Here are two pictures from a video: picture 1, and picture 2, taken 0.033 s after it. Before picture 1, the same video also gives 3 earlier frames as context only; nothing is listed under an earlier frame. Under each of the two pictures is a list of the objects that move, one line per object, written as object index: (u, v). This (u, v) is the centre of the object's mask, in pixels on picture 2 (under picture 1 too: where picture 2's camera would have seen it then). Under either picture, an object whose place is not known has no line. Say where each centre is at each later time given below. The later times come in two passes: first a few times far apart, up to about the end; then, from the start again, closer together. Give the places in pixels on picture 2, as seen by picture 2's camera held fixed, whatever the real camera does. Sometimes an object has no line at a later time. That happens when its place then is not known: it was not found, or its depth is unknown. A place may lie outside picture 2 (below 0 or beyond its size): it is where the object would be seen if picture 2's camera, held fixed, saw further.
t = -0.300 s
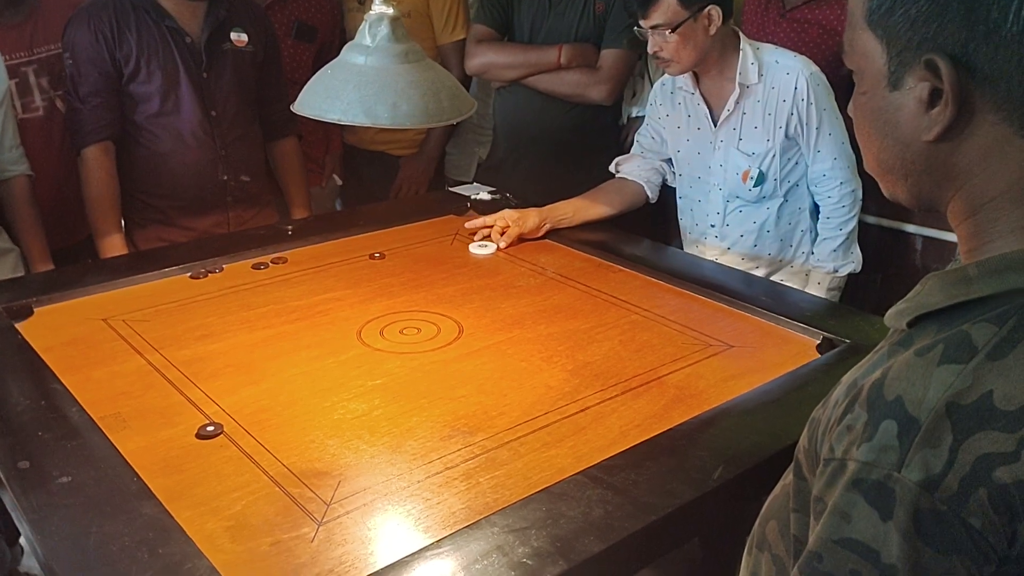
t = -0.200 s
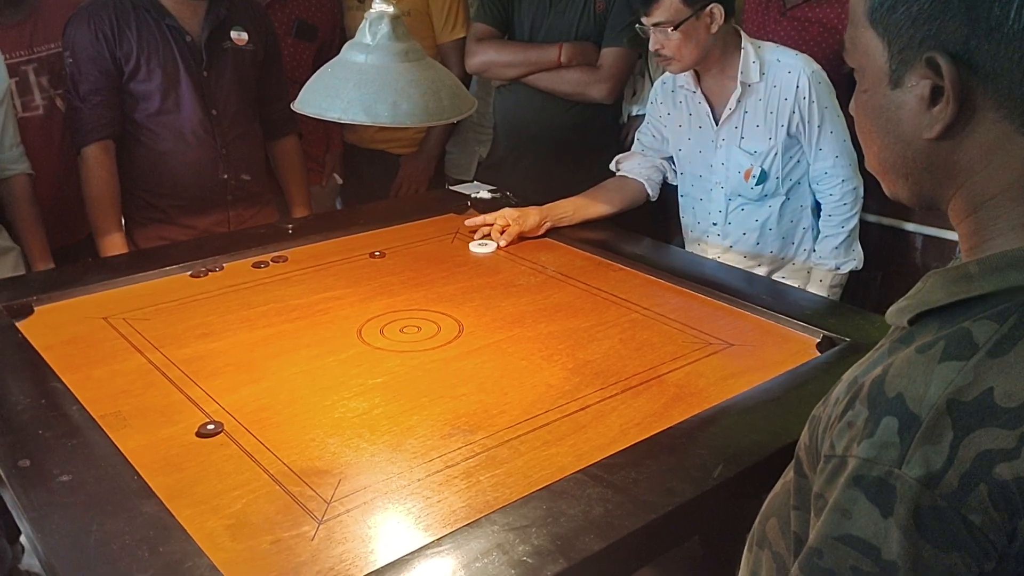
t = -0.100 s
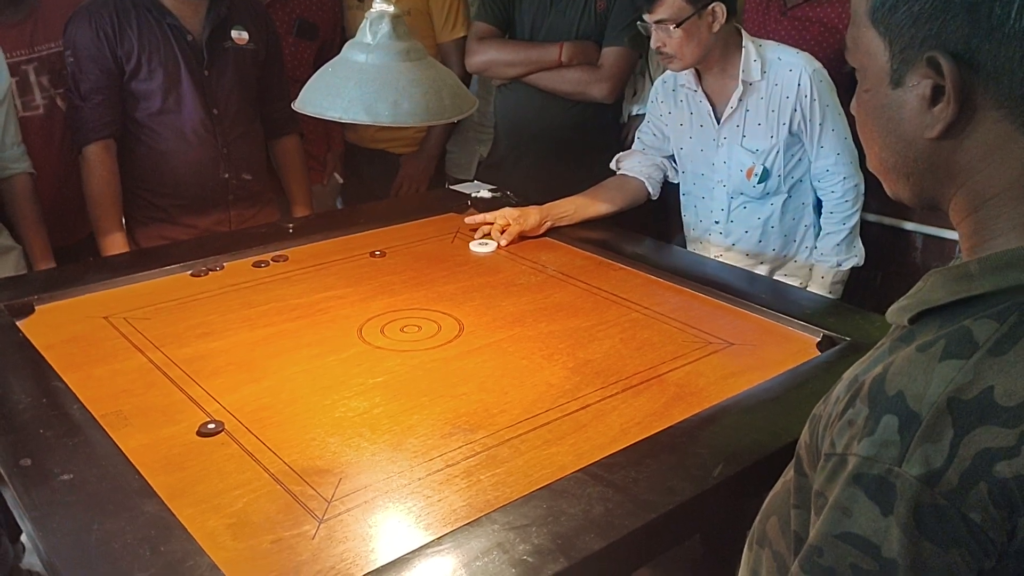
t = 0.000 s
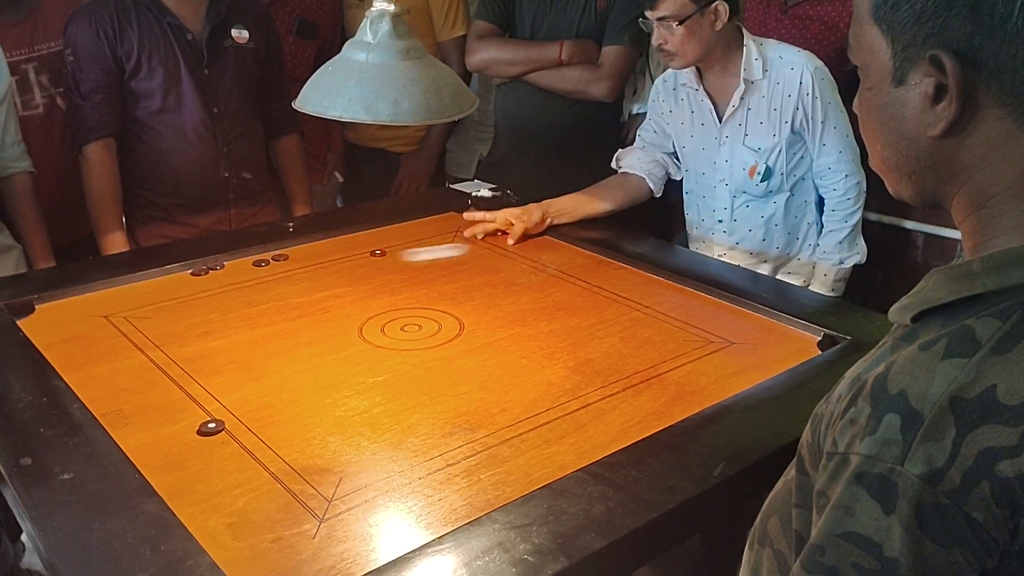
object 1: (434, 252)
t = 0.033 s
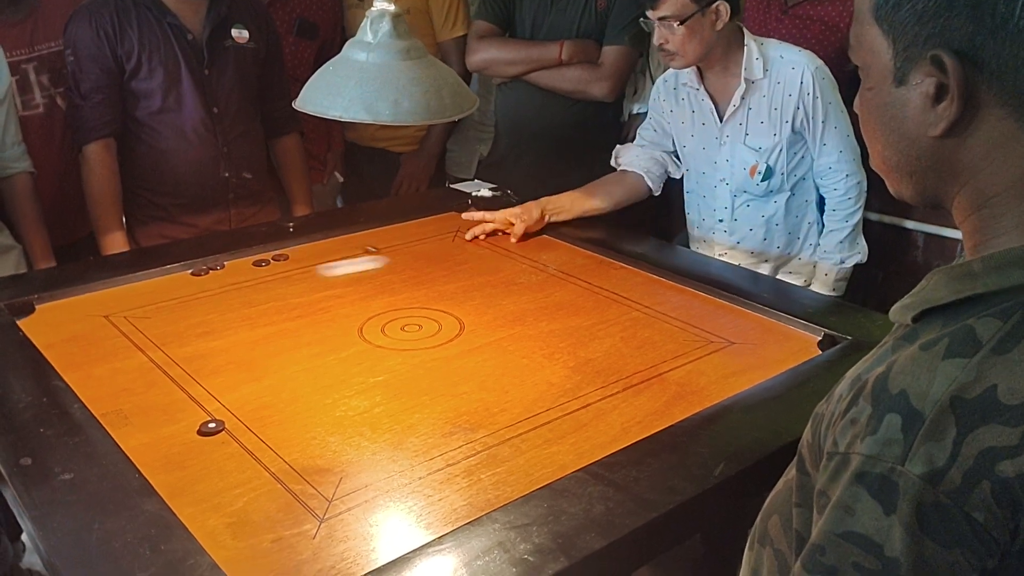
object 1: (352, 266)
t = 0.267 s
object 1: (265, 276)
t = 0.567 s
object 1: (589, 293)
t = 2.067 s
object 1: (246, 356)
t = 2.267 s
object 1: (246, 356)
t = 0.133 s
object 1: (61, 320)
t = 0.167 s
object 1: (105, 300)
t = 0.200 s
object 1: (173, 279)
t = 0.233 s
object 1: (221, 277)
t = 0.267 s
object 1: (265, 276)
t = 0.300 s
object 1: (307, 275)
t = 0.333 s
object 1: (350, 275)
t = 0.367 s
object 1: (388, 276)
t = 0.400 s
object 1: (421, 279)
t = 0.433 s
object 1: (454, 282)
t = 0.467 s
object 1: (487, 284)
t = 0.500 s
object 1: (520, 287)
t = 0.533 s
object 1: (555, 290)
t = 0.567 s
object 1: (589, 293)
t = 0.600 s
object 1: (623, 296)
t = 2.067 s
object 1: (246, 356)
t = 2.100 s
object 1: (246, 356)
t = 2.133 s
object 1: (246, 356)
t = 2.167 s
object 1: (246, 356)
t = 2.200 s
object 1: (246, 356)
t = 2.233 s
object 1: (246, 356)
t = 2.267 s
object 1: (246, 356)
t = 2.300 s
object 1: (246, 356)
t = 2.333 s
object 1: (246, 356)
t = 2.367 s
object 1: (246, 356)
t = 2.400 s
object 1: (246, 356)
